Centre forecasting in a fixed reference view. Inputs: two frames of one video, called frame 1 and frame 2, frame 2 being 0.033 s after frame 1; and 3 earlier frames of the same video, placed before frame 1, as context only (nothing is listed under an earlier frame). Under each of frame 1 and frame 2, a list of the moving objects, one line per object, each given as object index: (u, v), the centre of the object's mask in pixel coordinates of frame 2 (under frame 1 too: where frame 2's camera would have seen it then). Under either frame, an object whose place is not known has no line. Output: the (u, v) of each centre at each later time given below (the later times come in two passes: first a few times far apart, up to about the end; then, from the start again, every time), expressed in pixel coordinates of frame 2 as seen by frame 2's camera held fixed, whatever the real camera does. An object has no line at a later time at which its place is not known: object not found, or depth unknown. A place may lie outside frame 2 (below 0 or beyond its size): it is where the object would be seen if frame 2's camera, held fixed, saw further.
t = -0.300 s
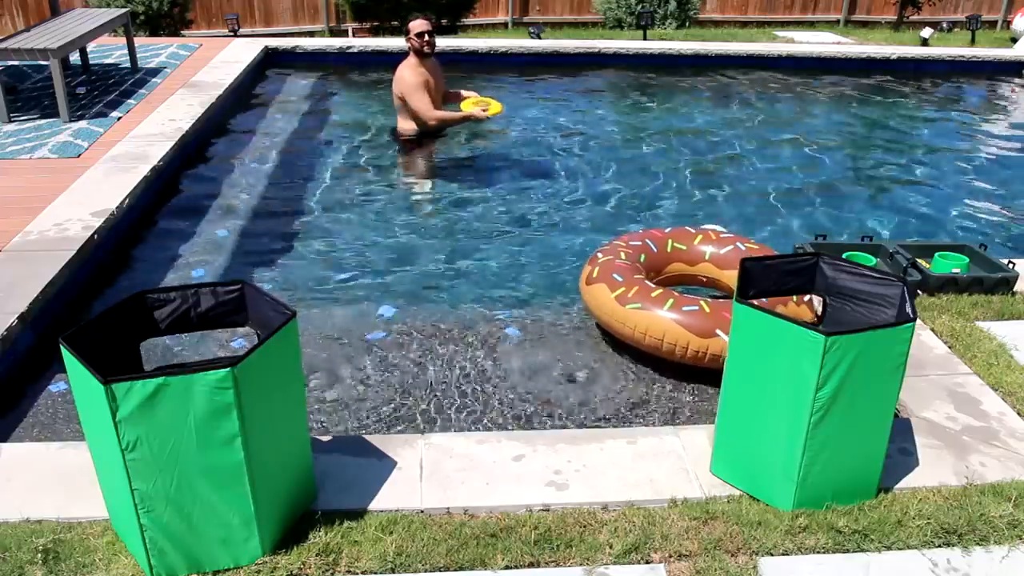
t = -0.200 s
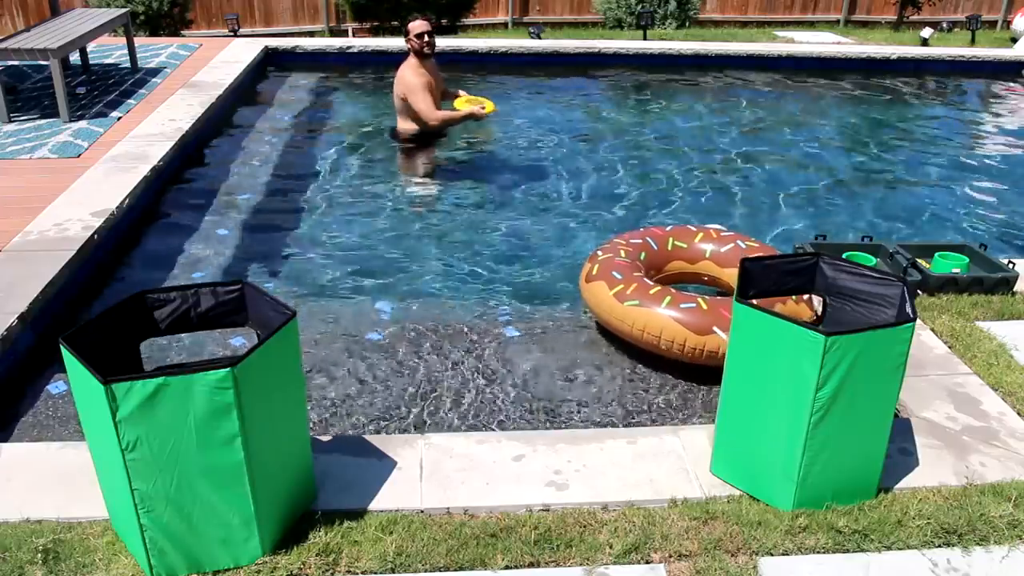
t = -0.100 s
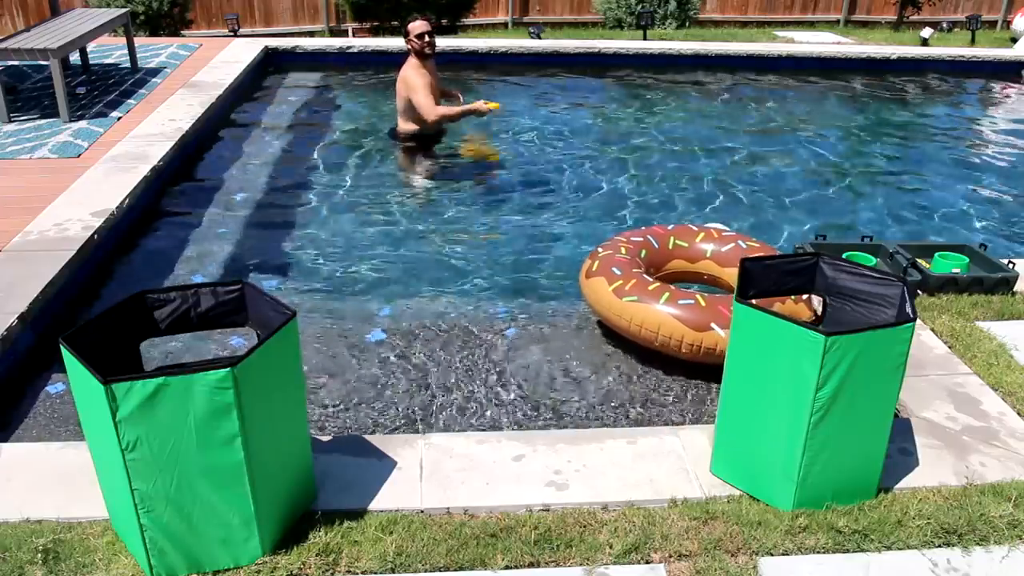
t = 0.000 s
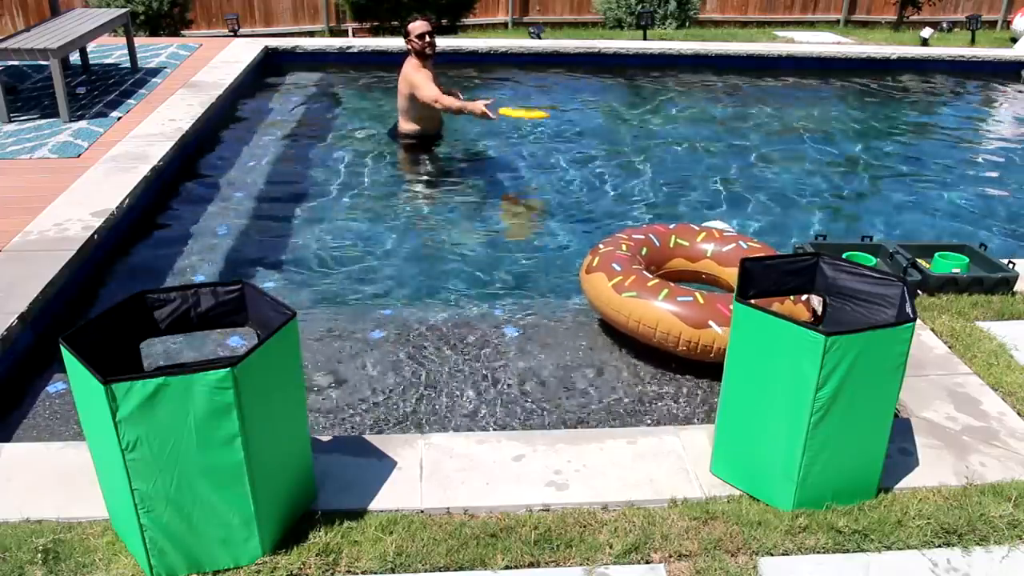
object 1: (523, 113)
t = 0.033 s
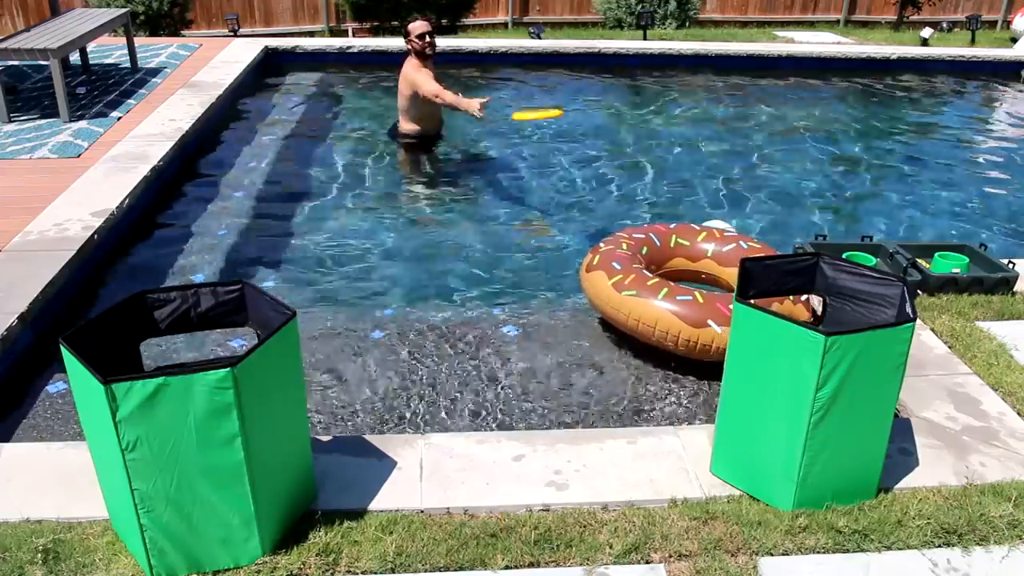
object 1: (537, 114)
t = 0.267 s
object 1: (681, 162)
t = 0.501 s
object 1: (980, 301)
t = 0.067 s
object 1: (552, 116)
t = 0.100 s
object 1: (568, 119)
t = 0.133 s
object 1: (587, 125)
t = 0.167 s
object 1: (608, 132)
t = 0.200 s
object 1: (630, 139)
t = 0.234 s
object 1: (653, 150)
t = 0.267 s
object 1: (681, 162)
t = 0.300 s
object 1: (712, 178)
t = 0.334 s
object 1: (745, 195)
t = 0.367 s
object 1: (782, 218)
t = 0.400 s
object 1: (828, 242)
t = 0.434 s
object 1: (879, 265)
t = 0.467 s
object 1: (930, 282)
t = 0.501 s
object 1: (980, 301)
